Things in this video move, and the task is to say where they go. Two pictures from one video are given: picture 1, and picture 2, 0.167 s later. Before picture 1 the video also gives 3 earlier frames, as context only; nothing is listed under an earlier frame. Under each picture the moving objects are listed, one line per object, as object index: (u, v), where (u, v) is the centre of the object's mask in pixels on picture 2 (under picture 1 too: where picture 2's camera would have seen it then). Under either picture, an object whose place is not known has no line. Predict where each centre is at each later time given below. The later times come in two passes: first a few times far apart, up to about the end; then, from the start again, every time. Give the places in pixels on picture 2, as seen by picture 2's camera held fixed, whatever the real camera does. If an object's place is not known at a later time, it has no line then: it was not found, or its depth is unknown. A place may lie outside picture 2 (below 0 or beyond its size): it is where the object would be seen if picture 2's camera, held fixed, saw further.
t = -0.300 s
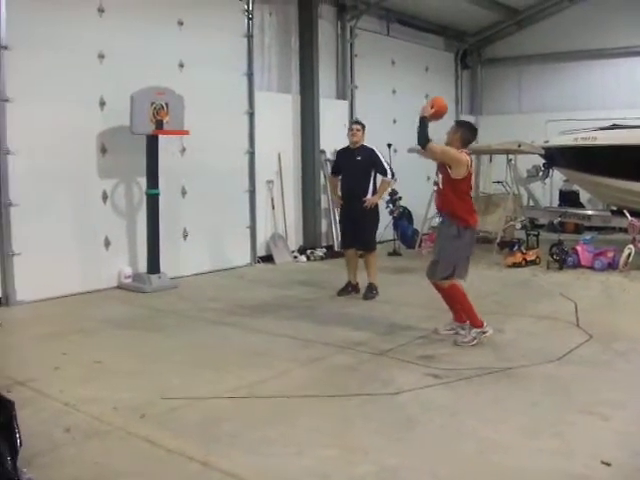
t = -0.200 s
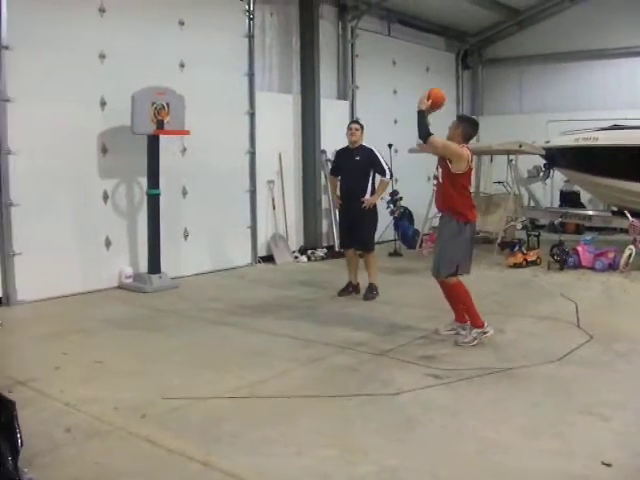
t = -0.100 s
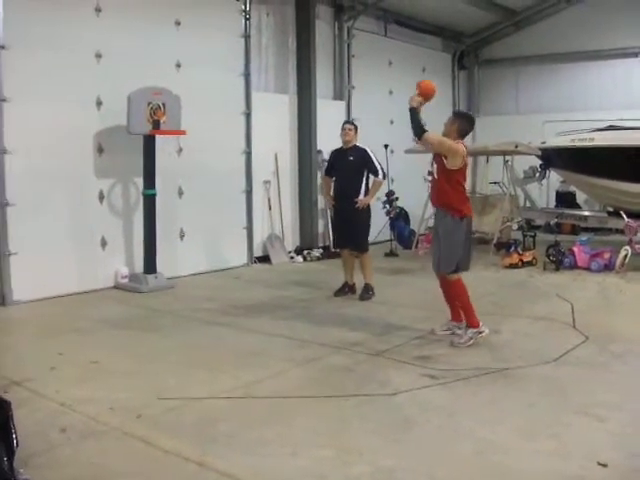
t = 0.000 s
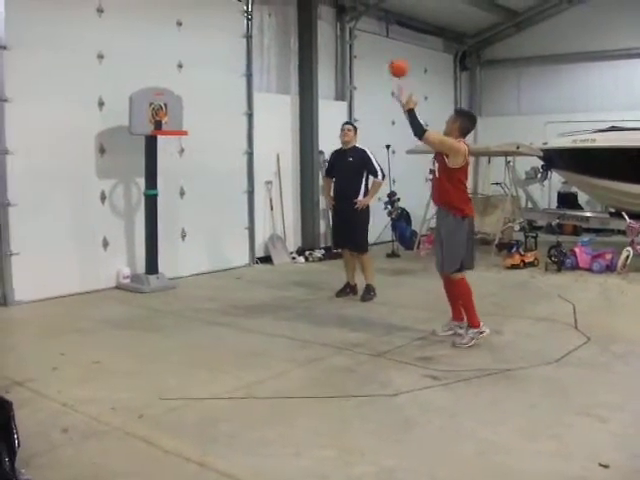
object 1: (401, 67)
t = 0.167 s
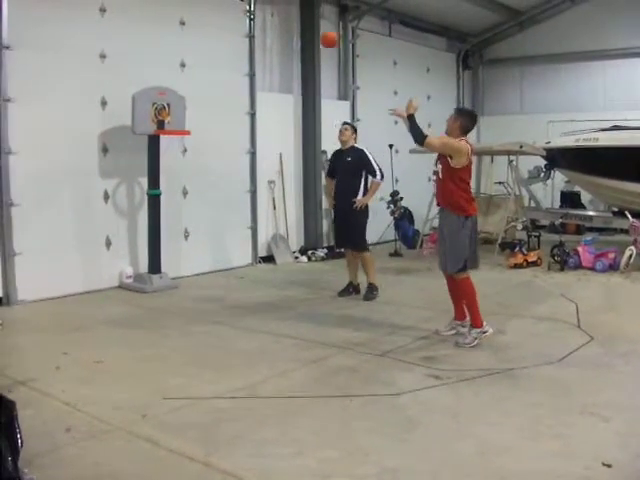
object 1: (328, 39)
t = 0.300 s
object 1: (279, 39)
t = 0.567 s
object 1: (200, 88)
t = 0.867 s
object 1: (165, 179)
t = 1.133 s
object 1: (196, 281)
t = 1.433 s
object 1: (239, 191)
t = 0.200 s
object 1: (316, 38)
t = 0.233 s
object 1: (304, 37)
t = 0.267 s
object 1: (293, 39)
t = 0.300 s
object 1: (279, 39)
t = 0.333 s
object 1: (269, 43)
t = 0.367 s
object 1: (258, 46)
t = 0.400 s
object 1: (247, 51)
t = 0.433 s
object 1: (238, 57)
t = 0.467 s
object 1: (228, 64)
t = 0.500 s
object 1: (218, 71)
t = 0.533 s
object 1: (209, 79)
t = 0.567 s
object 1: (200, 88)
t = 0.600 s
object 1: (192, 98)
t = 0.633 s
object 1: (183, 109)
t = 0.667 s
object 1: (176, 120)
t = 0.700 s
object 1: (168, 137)
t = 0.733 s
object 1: (162, 141)
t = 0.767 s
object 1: (160, 149)
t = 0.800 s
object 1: (159, 158)
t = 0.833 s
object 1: (160, 169)
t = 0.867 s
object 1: (165, 179)
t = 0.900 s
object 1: (168, 191)
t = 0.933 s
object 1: (173, 204)
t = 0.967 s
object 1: (176, 217)
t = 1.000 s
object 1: (181, 232)
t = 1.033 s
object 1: (184, 246)
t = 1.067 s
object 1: (188, 263)
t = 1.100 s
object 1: (192, 281)
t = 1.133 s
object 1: (196, 281)
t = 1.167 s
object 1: (201, 267)
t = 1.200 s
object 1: (205, 254)
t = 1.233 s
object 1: (210, 242)
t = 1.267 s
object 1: (215, 232)
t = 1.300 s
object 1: (220, 222)
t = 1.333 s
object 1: (224, 213)
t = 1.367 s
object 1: (229, 204)
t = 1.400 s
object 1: (234, 197)
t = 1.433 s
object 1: (239, 191)
